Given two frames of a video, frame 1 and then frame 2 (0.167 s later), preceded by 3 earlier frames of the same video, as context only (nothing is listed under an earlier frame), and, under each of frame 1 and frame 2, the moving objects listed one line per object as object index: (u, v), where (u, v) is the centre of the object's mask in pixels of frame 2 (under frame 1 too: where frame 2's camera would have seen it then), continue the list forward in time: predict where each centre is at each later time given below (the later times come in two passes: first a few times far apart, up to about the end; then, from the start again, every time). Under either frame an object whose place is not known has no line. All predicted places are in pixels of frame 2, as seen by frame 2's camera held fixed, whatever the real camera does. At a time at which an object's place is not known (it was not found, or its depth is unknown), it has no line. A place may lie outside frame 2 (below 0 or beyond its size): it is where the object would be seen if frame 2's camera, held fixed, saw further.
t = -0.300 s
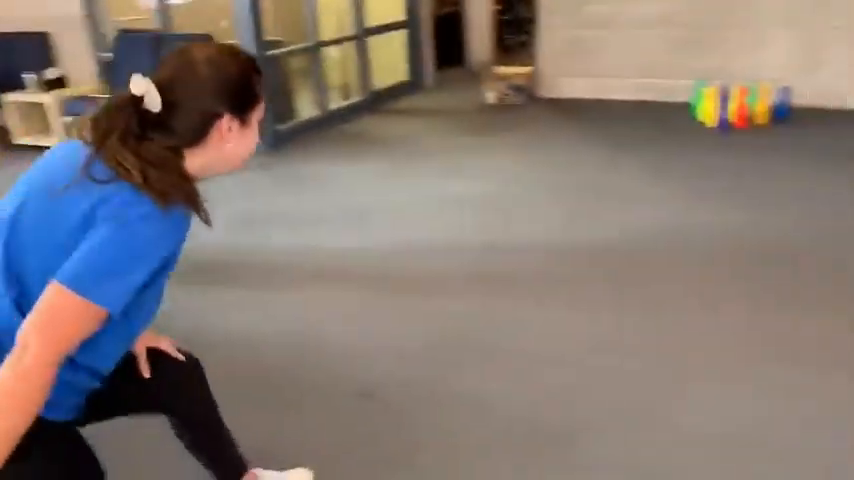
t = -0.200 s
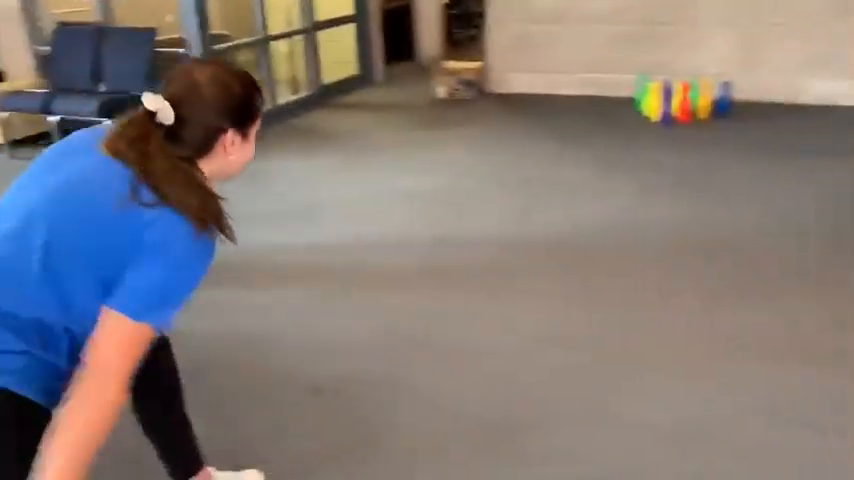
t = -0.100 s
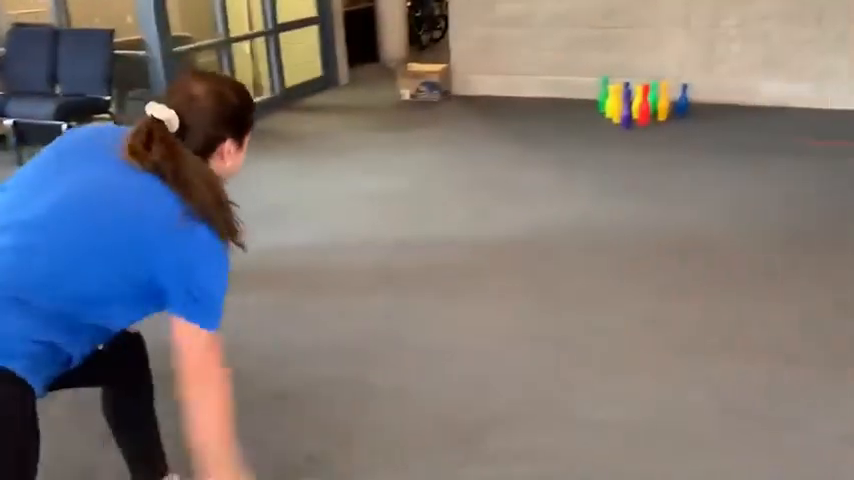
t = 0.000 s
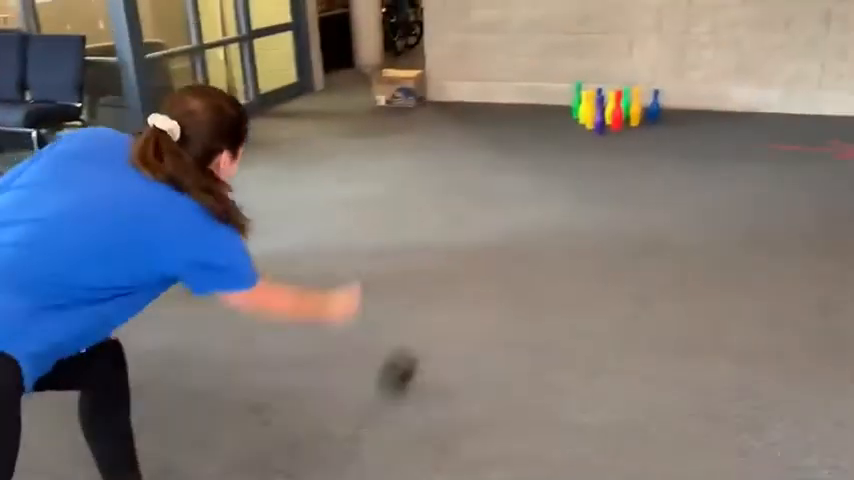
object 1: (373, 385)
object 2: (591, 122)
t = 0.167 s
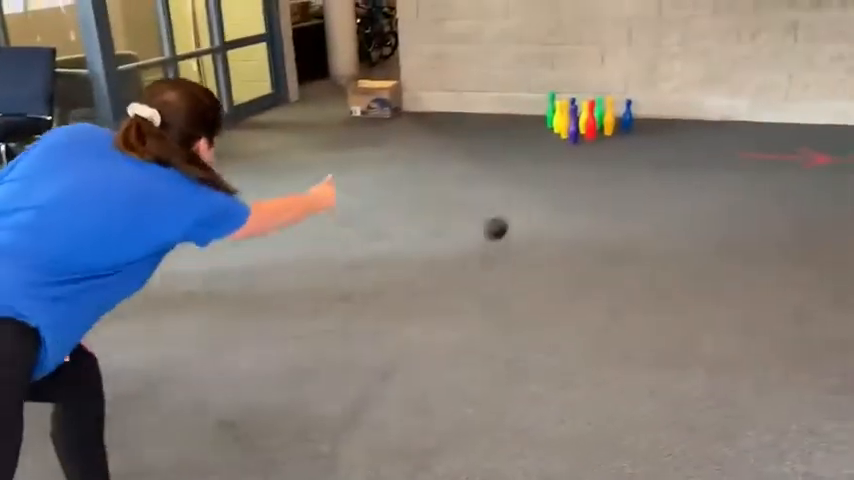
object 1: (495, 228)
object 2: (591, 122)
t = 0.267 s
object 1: (536, 196)
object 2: (590, 122)
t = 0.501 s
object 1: (589, 130)
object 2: (591, 118)
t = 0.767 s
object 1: (622, 107)
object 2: (596, 103)
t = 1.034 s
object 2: (600, 117)
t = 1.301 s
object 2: (607, 117)
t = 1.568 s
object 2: (609, 117)
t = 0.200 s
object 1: (510, 215)
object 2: (591, 122)
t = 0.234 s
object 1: (525, 206)
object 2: (590, 122)
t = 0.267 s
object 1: (536, 196)
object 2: (590, 122)
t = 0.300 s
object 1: (546, 181)
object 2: (591, 122)
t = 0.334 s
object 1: (555, 169)
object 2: (590, 122)
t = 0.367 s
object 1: (563, 159)
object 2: (590, 122)
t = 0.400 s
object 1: (570, 151)
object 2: (591, 121)
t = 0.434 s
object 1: (578, 147)
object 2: (591, 121)
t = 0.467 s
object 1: (583, 142)
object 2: (591, 121)
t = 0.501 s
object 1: (589, 130)
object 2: (591, 118)
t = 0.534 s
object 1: (593, 122)
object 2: (590, 117)
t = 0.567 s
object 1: (598, 116)
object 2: (591, 111)
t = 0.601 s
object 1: (602, 110)
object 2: (593, 108)
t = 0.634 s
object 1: (607, 107)
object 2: (596, 106)
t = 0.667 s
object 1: (611, 105)
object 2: (597, 104)
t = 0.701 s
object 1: (615, 104)
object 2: (597, 103)
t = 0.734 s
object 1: (619, 104)
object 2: (597, 103)
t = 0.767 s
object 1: (622, 107)
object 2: (596, 103)
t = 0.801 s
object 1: (627, 110)
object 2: (596, 106)
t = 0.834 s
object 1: (632, 116)
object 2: (596, 110)
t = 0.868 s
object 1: (634, 122)
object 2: (597, 109)
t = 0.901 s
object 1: (637, 129)
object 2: (597, 111)
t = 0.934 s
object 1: (641, 126)
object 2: (597, 113)
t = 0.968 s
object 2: (597, 114)
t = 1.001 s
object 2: (598, 115)
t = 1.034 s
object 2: (600, 117)
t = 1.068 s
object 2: (601, 117)
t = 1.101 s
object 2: (601, 116)
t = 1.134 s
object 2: (602, 116)
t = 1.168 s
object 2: (603, 117)
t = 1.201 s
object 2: (604, 117)
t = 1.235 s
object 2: (604, 117)
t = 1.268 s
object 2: (605, 117)
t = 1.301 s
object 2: (607, 117)
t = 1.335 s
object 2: (606, 117)
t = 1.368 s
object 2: (606, 117)
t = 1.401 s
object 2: (608, 117)
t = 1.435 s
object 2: (608, 117)
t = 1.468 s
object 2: (608, 117)
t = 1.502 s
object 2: (608, 117)
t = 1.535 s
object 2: (609, 117)
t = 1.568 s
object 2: (609, 117)
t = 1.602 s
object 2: (609, 117)
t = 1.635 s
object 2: (610, 117)
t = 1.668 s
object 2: (610, 117)
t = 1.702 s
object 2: (610, 117)
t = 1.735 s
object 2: (610, 117)
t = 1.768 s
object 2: (610, 117)
